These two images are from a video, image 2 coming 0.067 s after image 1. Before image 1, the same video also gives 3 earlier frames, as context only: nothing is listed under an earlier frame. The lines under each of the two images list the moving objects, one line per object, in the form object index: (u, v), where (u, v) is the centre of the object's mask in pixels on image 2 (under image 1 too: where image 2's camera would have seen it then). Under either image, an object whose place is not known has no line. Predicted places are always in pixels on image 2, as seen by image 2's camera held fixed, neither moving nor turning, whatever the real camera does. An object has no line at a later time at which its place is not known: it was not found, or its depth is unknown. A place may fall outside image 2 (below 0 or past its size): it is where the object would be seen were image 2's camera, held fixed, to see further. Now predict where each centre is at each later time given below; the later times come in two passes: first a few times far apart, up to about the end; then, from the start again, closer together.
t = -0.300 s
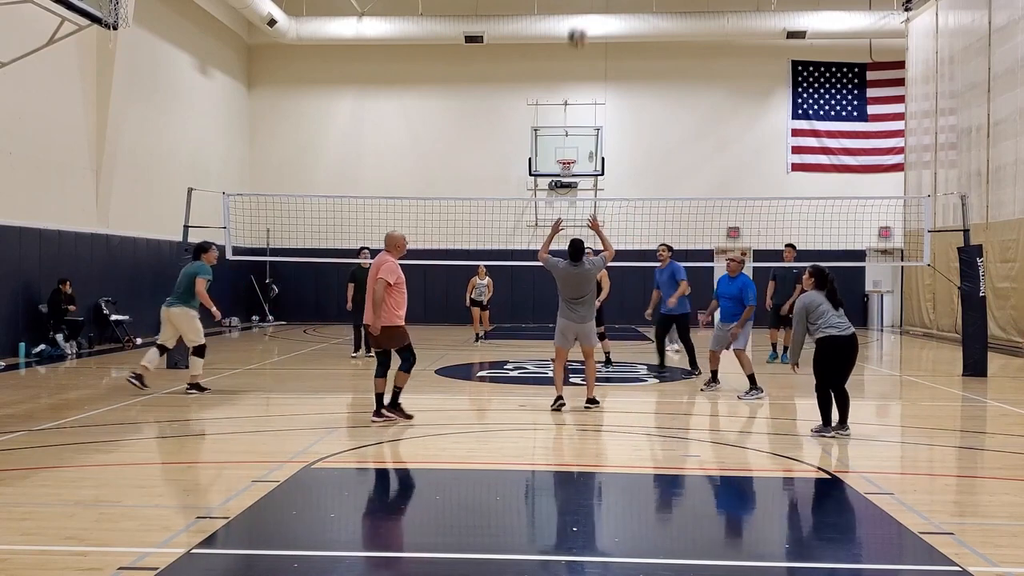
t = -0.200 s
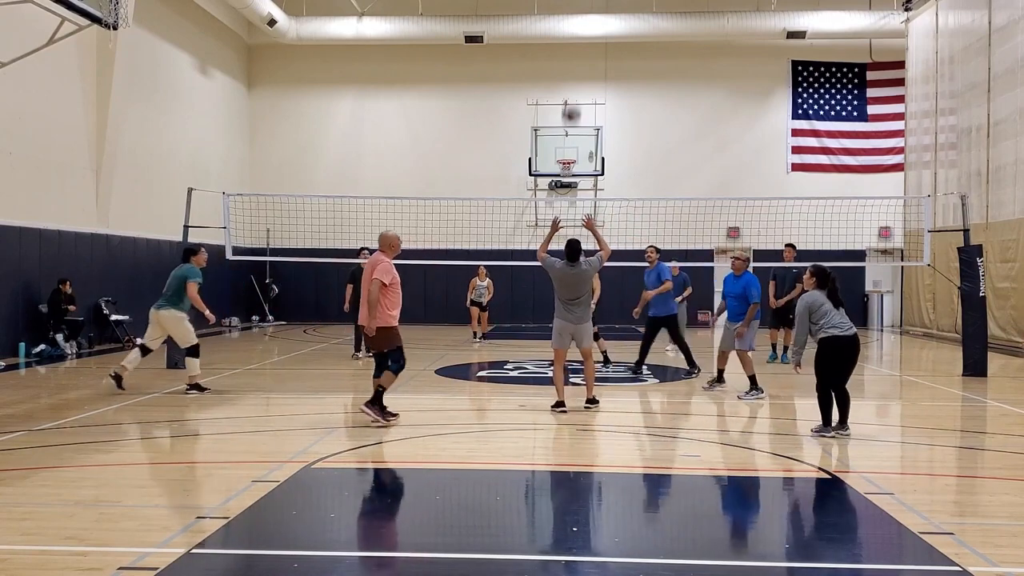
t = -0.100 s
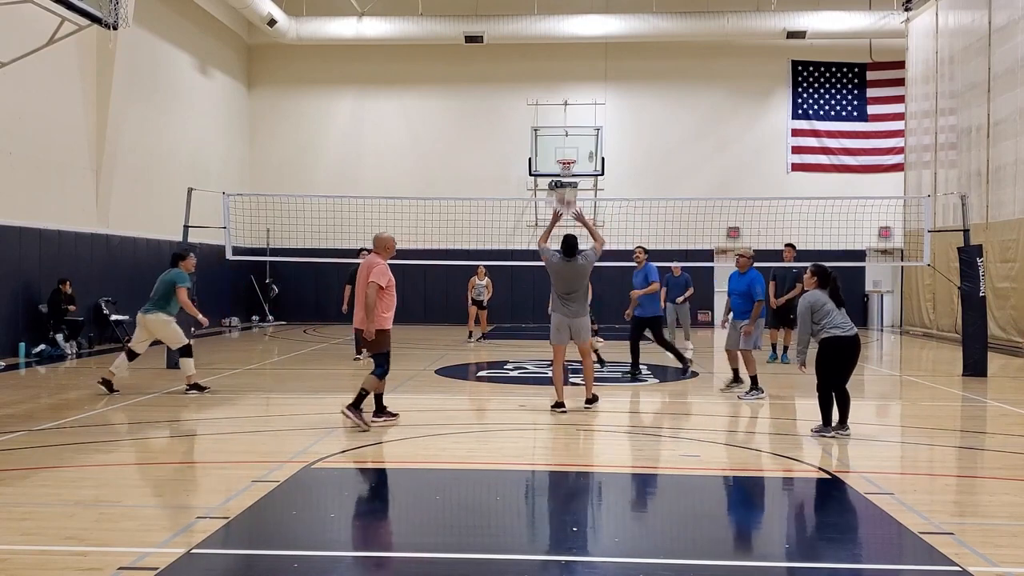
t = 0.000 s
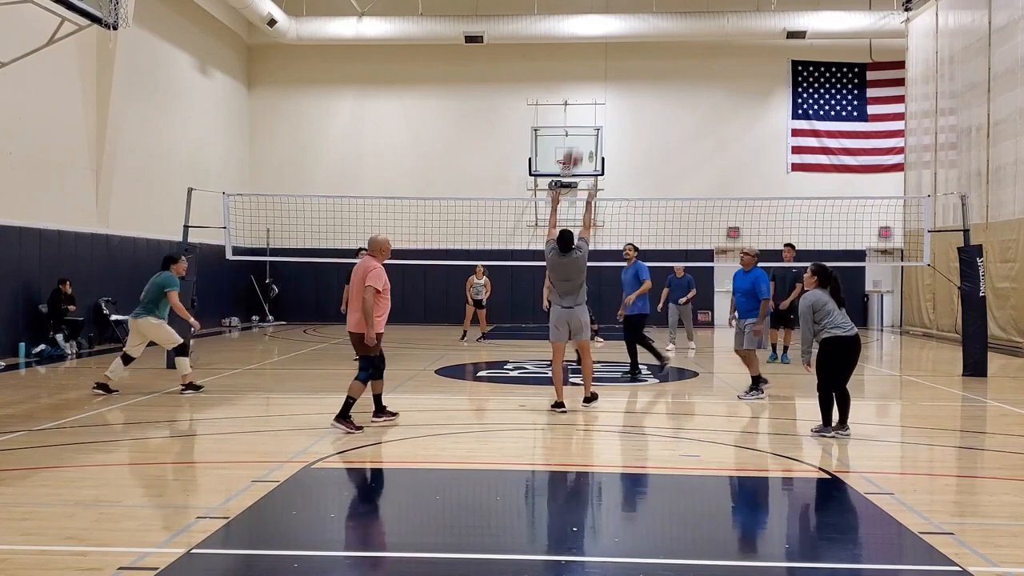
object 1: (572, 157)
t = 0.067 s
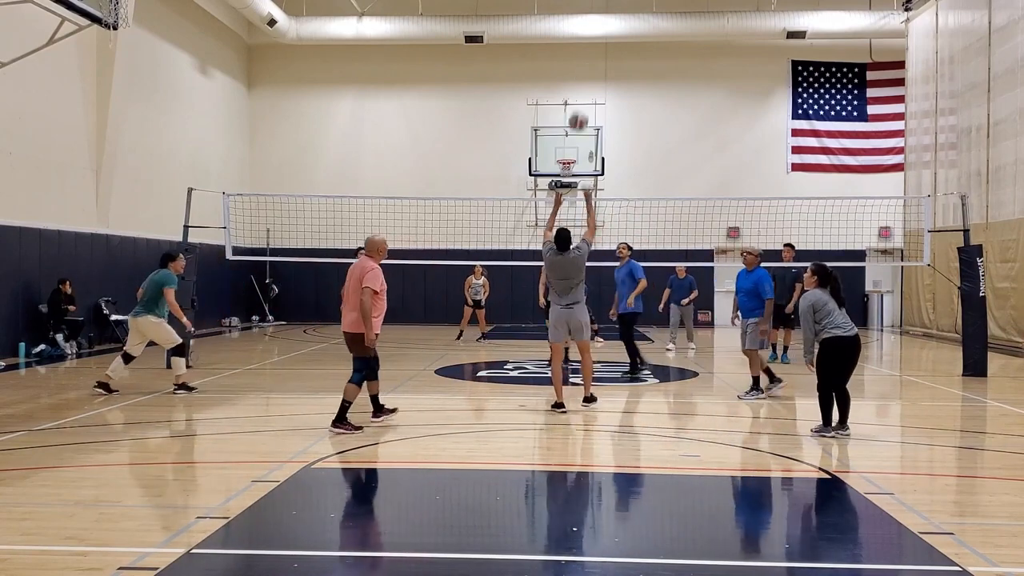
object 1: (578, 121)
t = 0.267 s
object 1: (591, 42)
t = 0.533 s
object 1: (608, 5)
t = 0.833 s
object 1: (622, 31)
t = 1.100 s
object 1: (633, 107)
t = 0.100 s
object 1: (580, 105)
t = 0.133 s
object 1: (583, 88)
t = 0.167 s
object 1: (585, 75)
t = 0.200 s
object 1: (587, 63)
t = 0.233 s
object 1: (589, 51)
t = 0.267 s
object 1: (591, 42)
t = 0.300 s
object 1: (594, 34)
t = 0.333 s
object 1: (596, 25)
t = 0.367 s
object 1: (598, 18)
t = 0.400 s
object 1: (600, 13)
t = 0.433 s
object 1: (602, 8)
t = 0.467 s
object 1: (604, 7)
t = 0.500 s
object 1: (606, 5)
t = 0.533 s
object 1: (608, 5)
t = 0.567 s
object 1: (610, 5)
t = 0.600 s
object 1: (611, 5)
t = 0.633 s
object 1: (613, 5)
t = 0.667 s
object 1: (615, 7)
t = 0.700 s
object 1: (616, 9)
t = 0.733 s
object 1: (618, 13)
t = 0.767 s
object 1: (619, 18)
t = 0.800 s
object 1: (621, 24)
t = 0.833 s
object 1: (622, 31)
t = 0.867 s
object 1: (624, 38)
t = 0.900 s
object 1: (626, 45)
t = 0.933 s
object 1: (627, 53)
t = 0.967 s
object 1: (628, 62)
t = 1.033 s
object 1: (630, 83)
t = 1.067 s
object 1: (631, 96)
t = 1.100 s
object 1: (633, 107)
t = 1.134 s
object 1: (634, 120)
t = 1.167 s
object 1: (635, 133)
